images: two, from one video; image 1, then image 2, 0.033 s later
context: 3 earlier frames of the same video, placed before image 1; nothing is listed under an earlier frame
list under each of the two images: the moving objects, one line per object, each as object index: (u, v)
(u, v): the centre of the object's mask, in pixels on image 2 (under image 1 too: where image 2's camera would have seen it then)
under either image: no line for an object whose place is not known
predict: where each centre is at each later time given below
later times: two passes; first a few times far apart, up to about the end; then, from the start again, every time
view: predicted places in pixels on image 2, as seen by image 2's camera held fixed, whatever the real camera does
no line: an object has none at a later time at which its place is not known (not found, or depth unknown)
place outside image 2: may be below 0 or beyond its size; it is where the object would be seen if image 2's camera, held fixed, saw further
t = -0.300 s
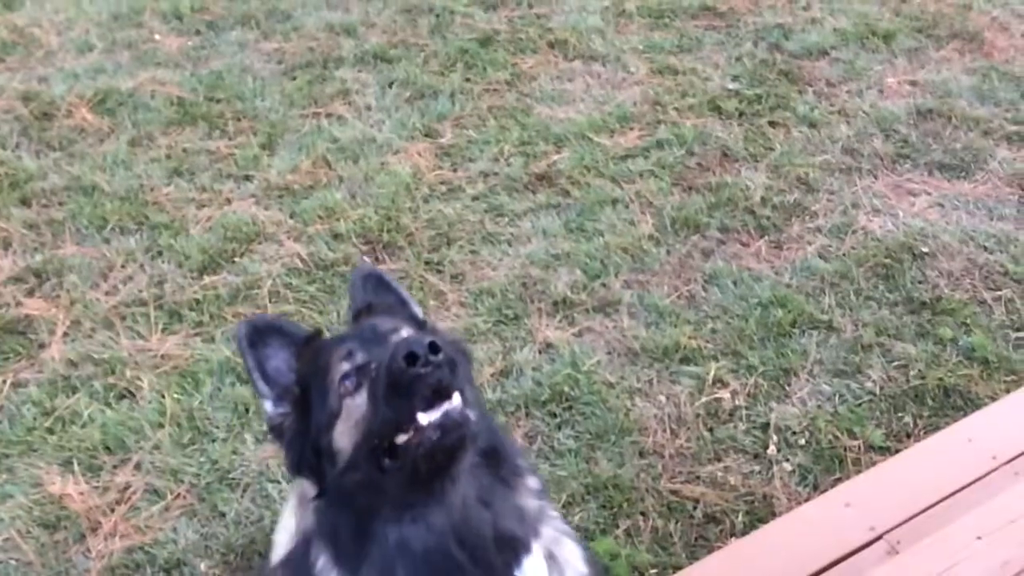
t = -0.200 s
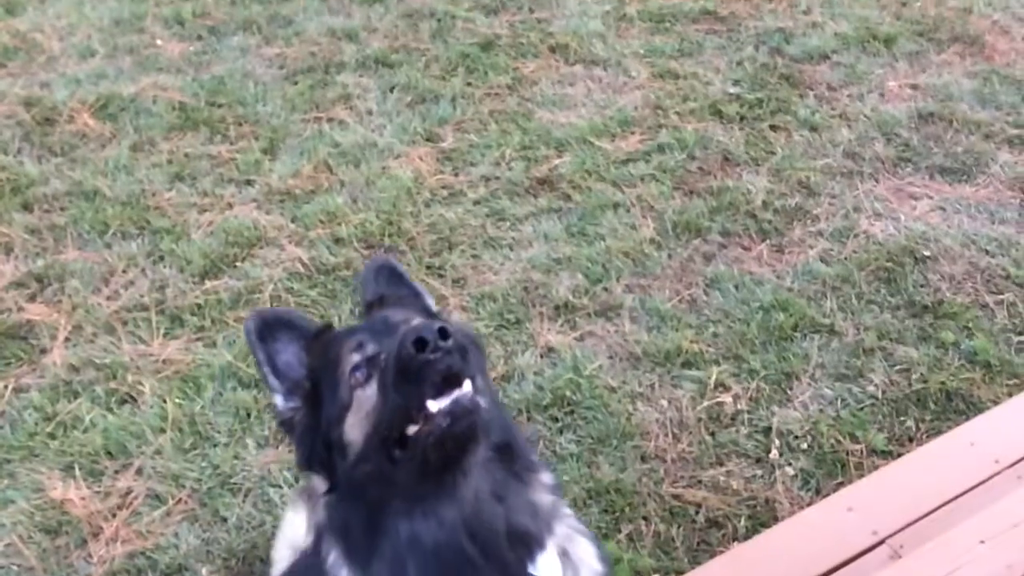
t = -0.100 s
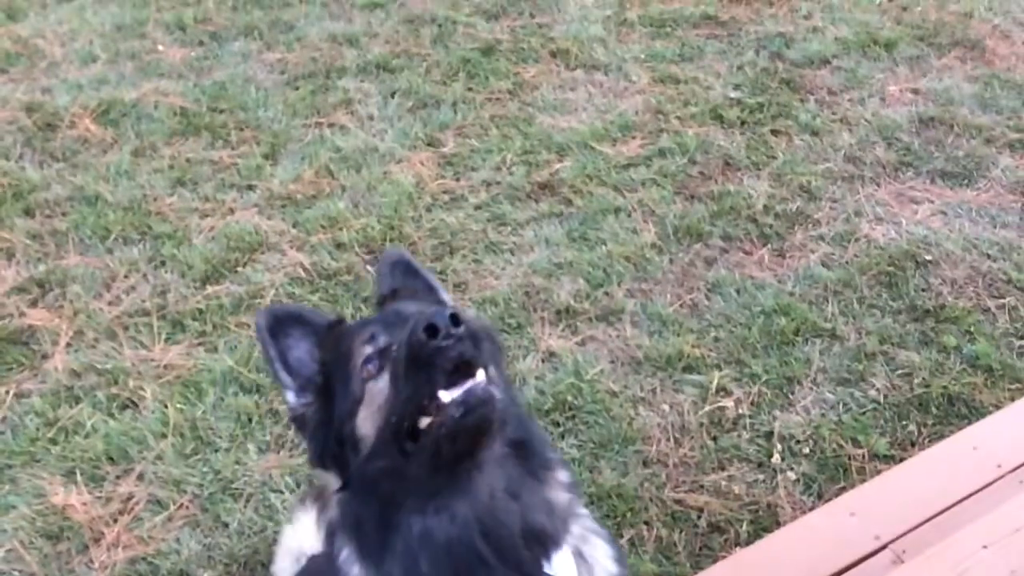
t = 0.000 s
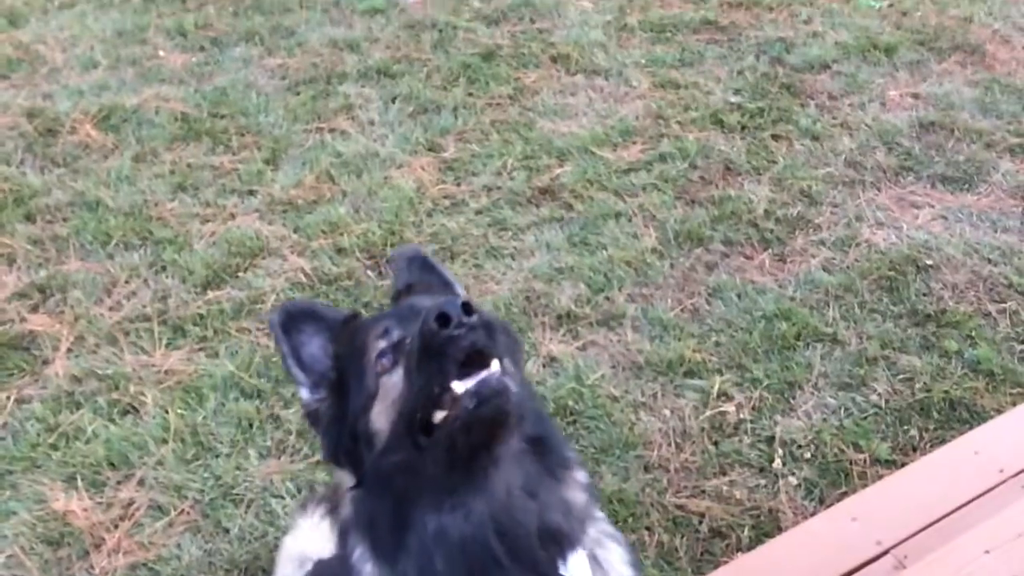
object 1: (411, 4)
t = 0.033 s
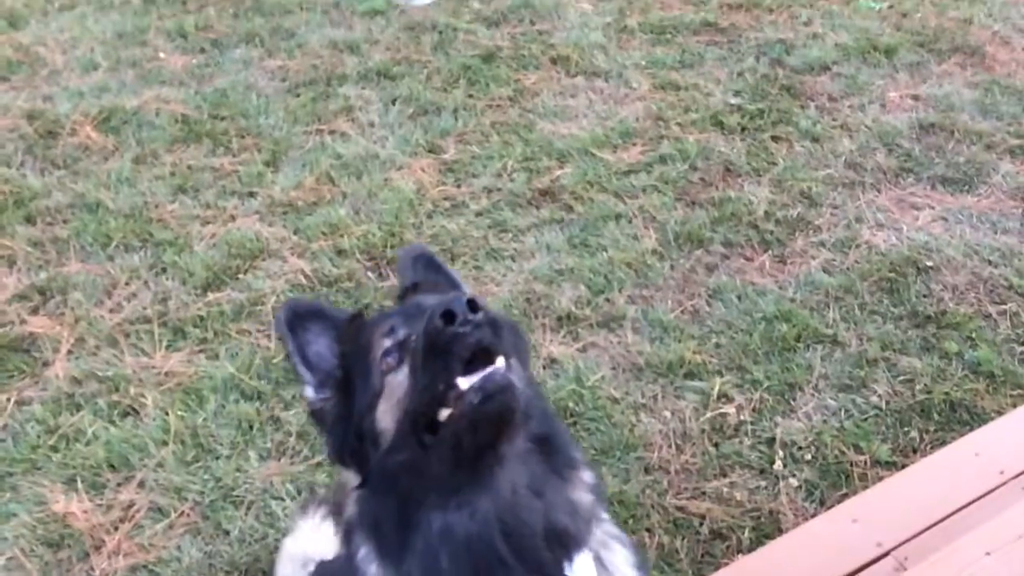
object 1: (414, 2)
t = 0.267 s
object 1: (442, 0)
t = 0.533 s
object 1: (480, 4)
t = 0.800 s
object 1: (513, 9)
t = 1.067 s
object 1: (547, 28)
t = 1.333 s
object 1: (576, 57)
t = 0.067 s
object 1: (416, 2)
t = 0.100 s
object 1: (420, 2)
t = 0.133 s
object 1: (425, 1)
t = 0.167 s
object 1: (429, 1)
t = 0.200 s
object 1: (433, 0)
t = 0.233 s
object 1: (438, 0)
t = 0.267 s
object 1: (442, 0)
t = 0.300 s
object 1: (447, 1)
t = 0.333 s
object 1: (451, 0)
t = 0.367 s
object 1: (457, 1)
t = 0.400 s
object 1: (461, 2)
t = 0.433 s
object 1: (465, 2)
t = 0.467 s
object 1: (471, 3)
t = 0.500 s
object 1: (473, 3)
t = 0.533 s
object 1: (480, 4)
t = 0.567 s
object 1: (483, 5)
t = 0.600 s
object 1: (489, 6)
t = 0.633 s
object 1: (493, 6)
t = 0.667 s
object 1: (498, 6)
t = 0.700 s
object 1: (502, 6)
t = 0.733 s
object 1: (506, 8)
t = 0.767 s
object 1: (509, 8)
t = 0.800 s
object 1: (513, 9)
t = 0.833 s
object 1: (518, 10)
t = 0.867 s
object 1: (523, 12)
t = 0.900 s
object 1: (527, 14)
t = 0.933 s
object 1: (531, 17)
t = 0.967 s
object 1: (536, 19)
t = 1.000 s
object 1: (540, 22)
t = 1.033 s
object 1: (545, 24)
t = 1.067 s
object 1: (547, 28)
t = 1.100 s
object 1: (552, 31)
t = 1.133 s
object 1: (556, 35)
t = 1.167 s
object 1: (560, 38)
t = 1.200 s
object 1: (564, 41)
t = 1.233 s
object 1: (567, 45)
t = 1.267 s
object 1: (571, 48)
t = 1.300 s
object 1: (574, 52)
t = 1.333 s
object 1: (576, 57)
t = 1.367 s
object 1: (580, 60)
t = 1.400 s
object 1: (583, 64)
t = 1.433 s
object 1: (585, 68)
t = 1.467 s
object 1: (589, 72)
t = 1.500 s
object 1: (594, 74)
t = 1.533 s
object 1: (596, 77)
